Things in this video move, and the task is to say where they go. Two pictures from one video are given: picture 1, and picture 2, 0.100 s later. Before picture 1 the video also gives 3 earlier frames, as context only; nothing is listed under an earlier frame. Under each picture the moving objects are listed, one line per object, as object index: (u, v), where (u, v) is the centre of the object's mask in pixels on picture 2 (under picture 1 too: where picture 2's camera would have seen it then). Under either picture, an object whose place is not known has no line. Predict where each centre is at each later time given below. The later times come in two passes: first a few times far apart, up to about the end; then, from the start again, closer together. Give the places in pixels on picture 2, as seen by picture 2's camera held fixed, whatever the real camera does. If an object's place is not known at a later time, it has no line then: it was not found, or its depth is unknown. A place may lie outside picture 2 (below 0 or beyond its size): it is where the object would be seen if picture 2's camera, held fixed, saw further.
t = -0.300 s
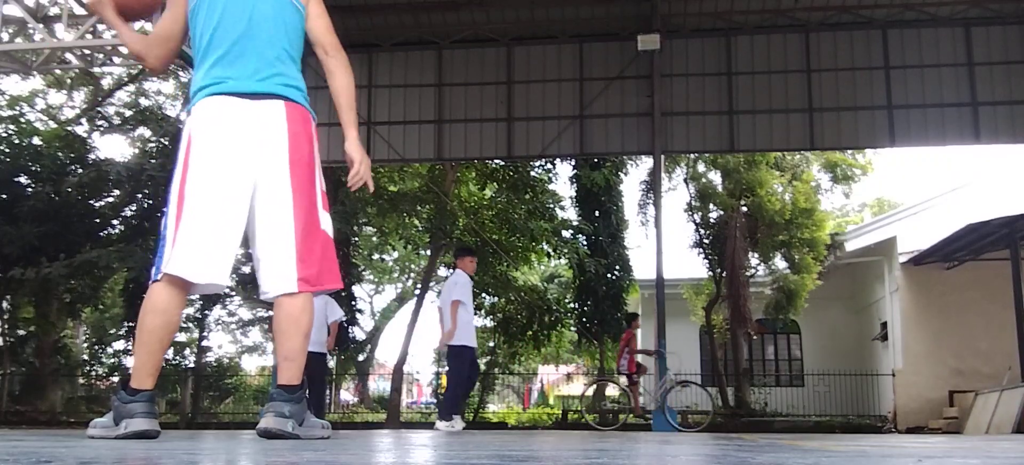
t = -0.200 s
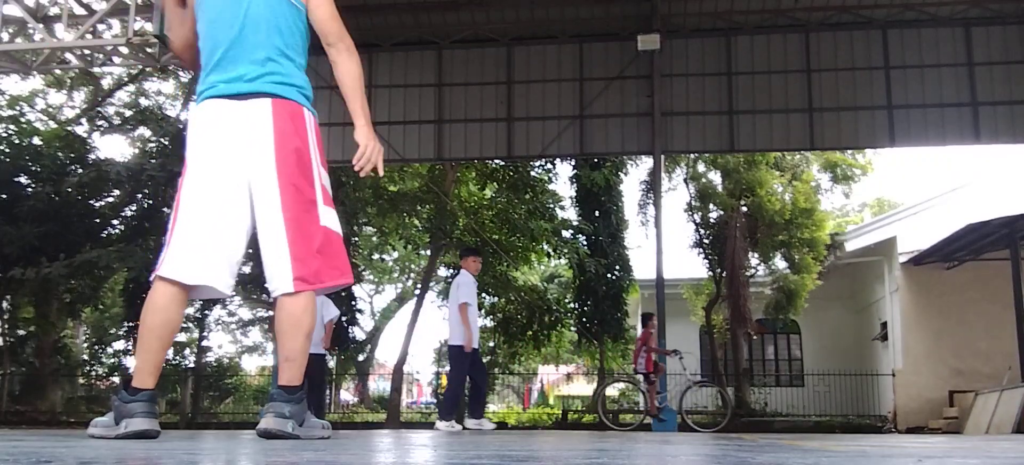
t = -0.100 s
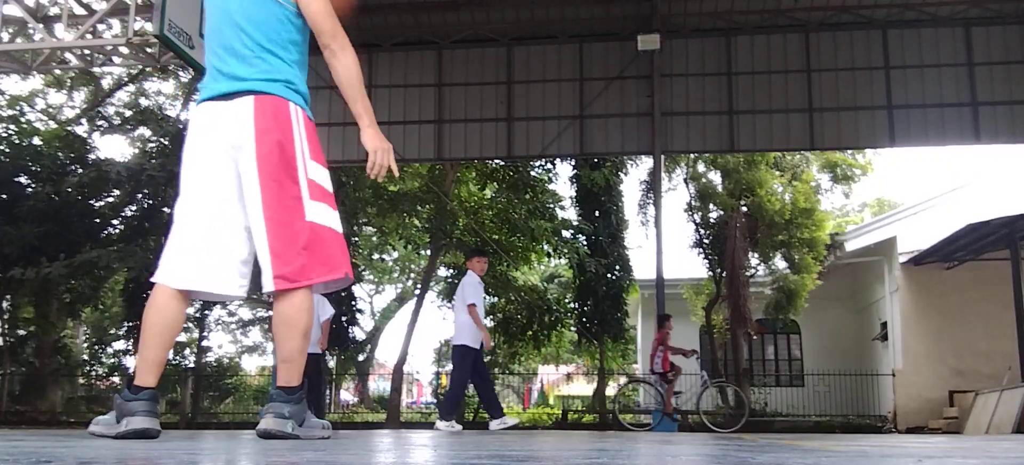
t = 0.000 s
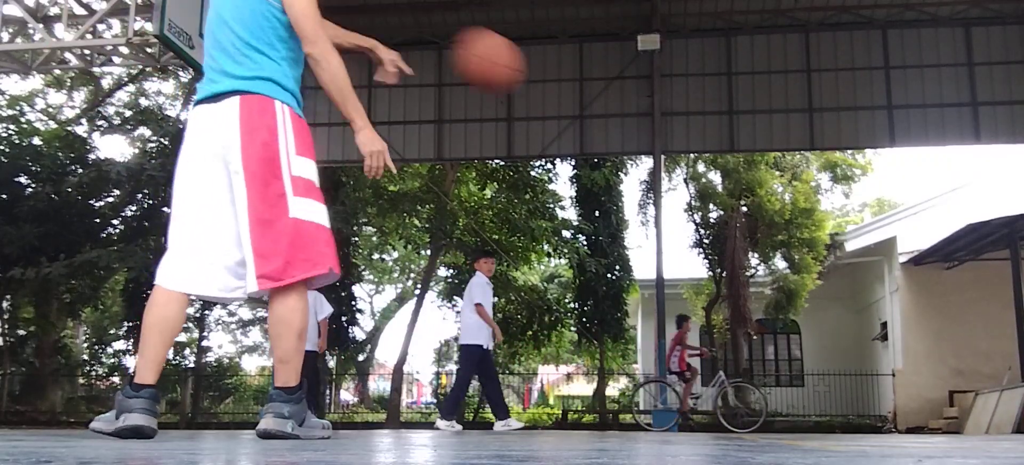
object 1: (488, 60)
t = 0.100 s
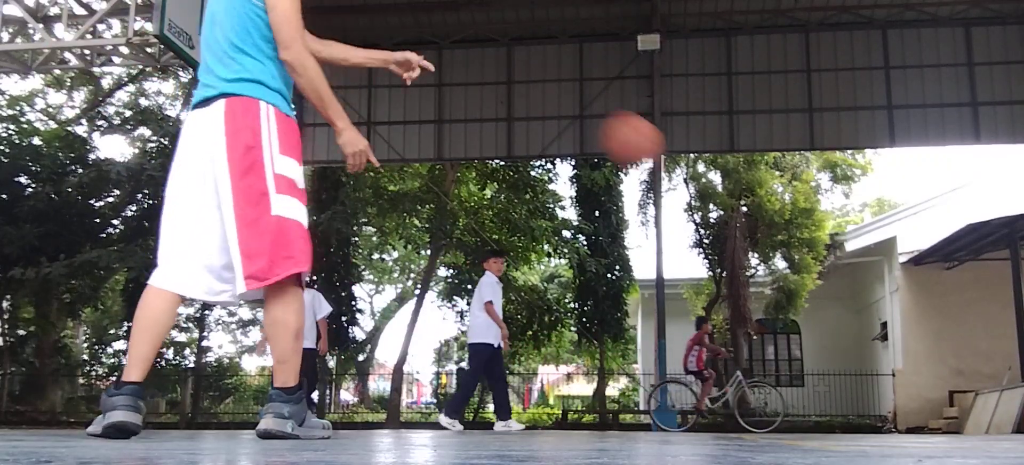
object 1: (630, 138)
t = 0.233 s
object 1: (789, 257)
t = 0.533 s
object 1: (983, 331)
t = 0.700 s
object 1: (1015, 274)
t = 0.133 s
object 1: (673, 166)
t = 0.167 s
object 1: (717, 200)
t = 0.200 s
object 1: (753, 227)
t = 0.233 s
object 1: (789, 257)
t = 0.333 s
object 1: (891, 356)
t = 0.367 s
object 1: (922, 391)
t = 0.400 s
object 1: (948, 415)
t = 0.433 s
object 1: (958, 390)
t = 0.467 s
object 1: (966, 368)
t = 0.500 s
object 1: (974, 349)
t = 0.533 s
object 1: (983, 331)
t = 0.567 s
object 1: (990, 316)
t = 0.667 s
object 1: (1010, 281)
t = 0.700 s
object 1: (1015, 274)
